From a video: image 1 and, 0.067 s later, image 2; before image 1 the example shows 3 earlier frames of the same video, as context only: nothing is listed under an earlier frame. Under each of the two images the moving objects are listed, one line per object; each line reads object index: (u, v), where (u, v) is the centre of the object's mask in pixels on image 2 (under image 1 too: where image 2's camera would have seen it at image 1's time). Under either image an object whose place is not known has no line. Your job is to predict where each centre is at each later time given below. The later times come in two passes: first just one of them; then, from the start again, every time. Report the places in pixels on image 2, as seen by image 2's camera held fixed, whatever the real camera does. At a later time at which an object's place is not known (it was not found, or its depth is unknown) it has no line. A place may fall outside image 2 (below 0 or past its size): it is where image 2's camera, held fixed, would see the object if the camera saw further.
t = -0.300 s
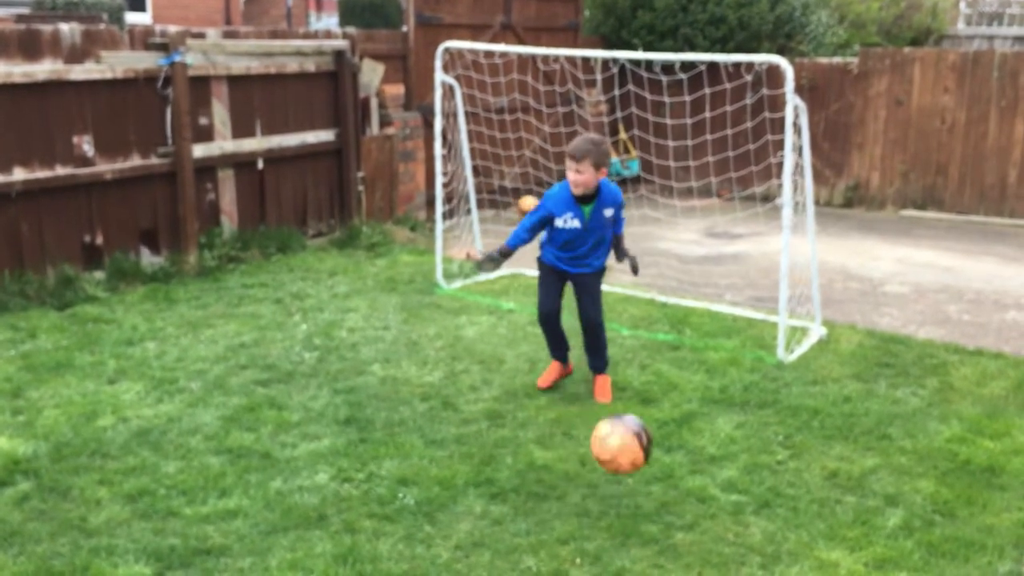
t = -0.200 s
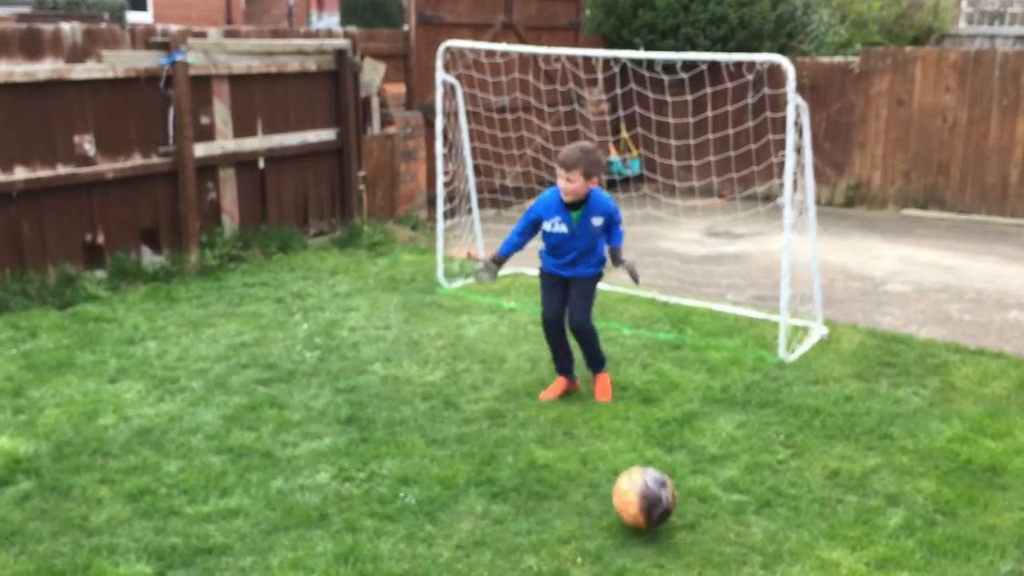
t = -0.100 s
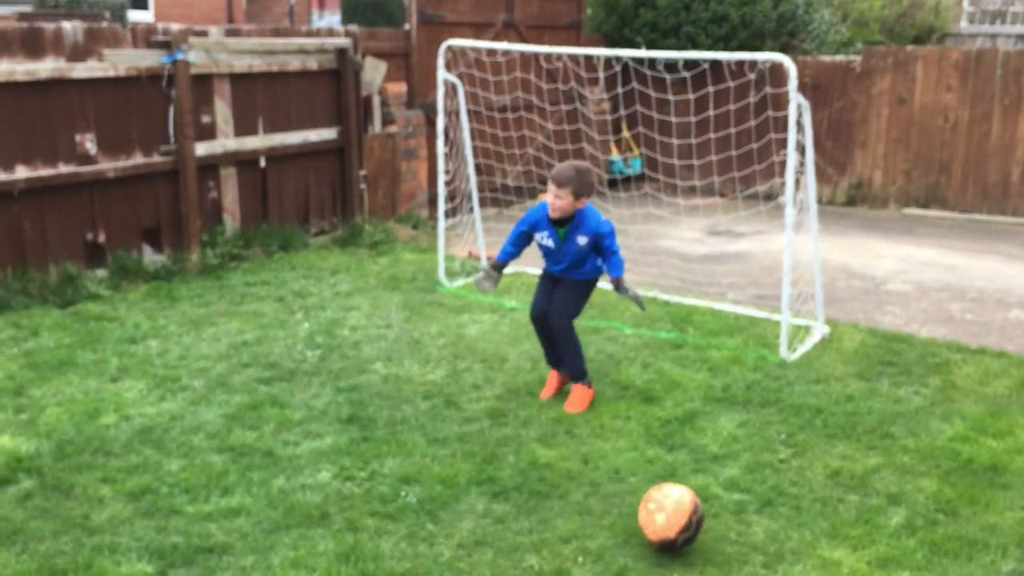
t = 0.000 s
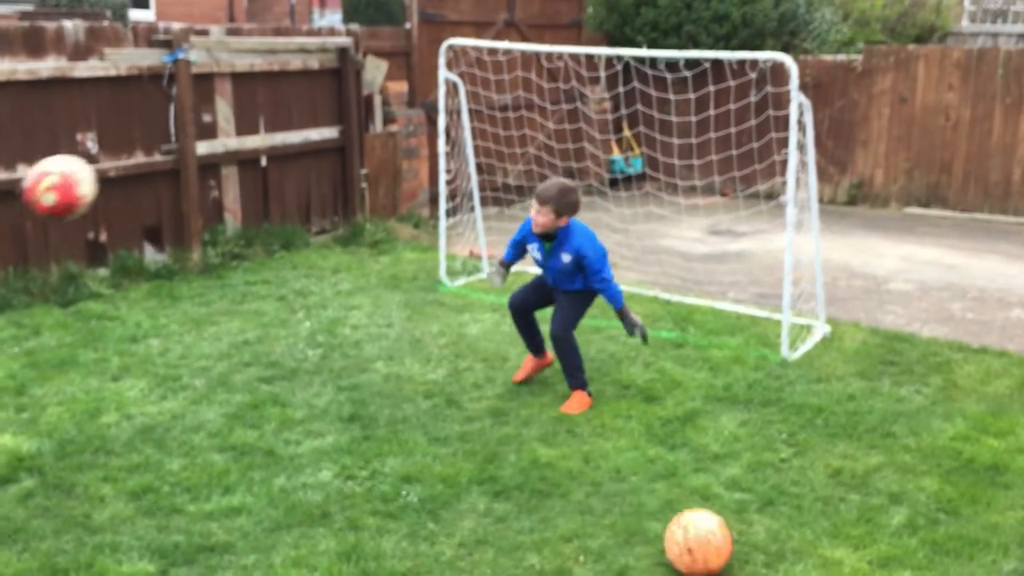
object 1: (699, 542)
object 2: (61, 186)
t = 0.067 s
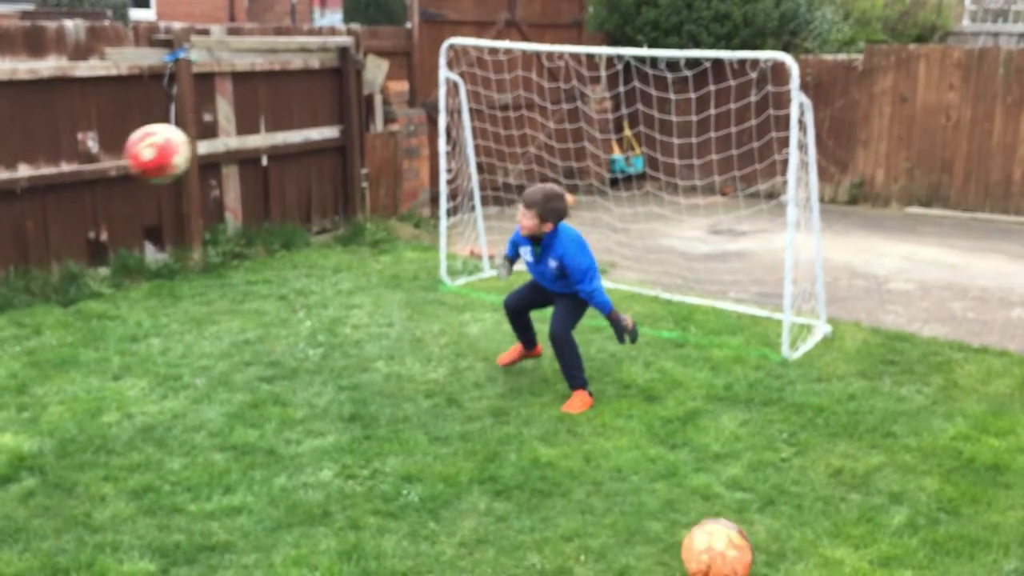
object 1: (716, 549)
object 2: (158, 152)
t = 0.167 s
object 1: (743, 562)
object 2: (276, 131)
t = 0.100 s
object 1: (726, 553)
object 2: (200, 141)
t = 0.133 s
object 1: (734, 557)
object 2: (240, 135)
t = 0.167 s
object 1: (743, 562)
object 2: (276, 131)
